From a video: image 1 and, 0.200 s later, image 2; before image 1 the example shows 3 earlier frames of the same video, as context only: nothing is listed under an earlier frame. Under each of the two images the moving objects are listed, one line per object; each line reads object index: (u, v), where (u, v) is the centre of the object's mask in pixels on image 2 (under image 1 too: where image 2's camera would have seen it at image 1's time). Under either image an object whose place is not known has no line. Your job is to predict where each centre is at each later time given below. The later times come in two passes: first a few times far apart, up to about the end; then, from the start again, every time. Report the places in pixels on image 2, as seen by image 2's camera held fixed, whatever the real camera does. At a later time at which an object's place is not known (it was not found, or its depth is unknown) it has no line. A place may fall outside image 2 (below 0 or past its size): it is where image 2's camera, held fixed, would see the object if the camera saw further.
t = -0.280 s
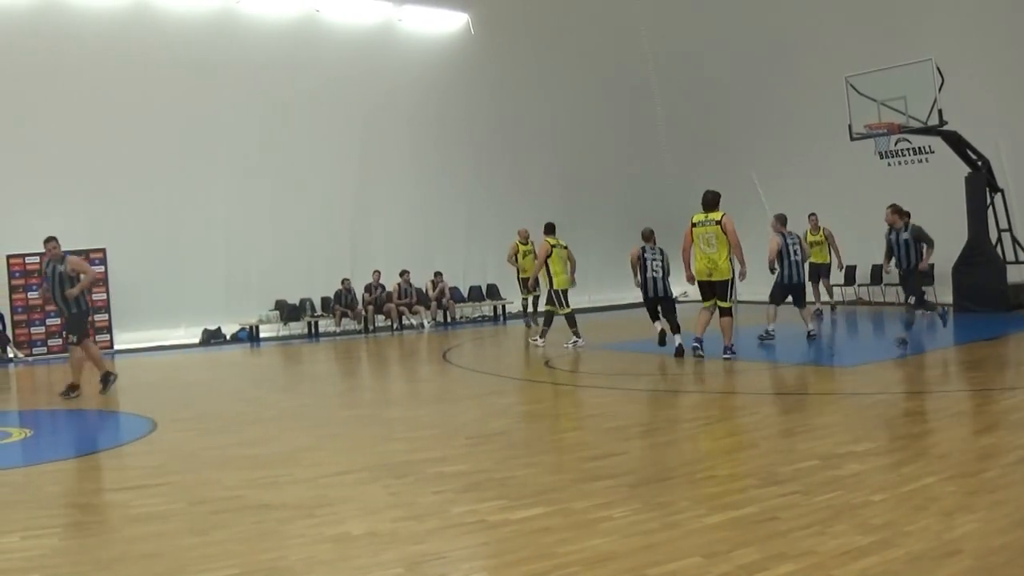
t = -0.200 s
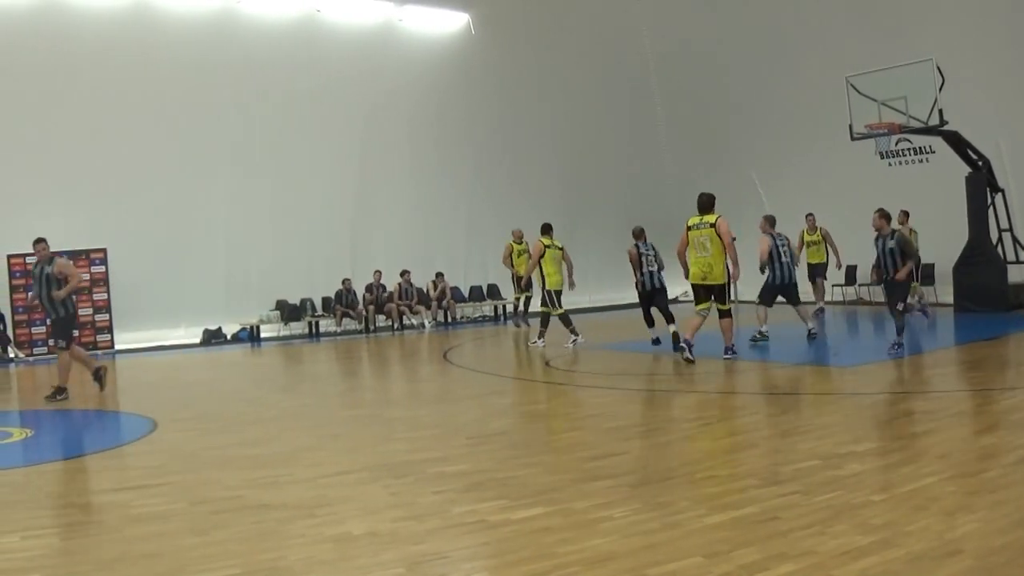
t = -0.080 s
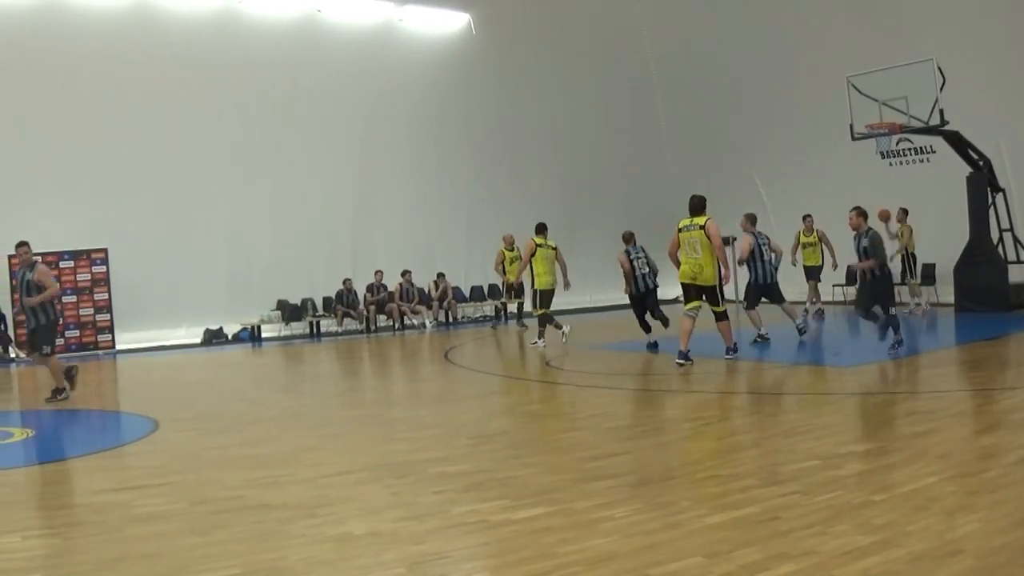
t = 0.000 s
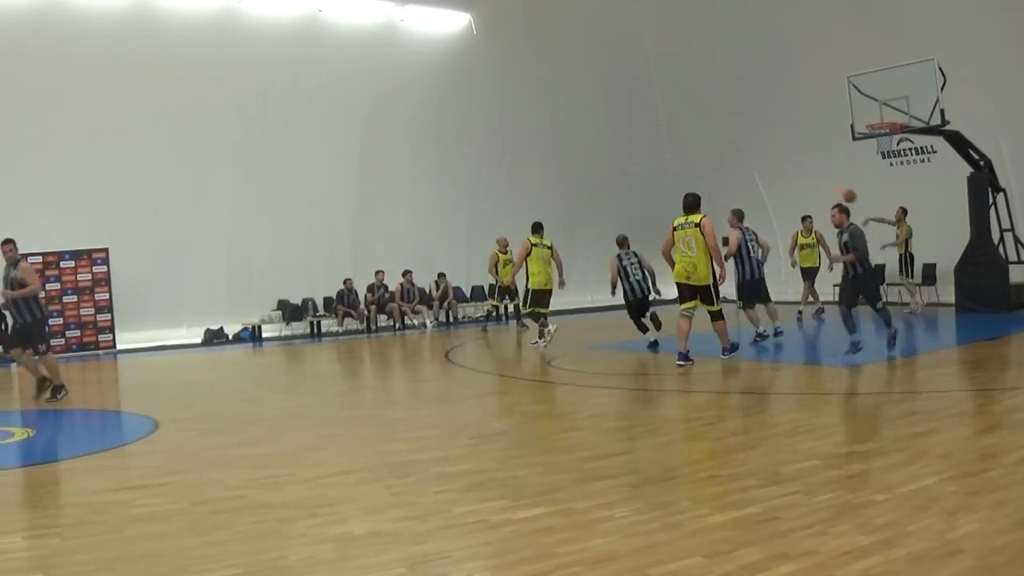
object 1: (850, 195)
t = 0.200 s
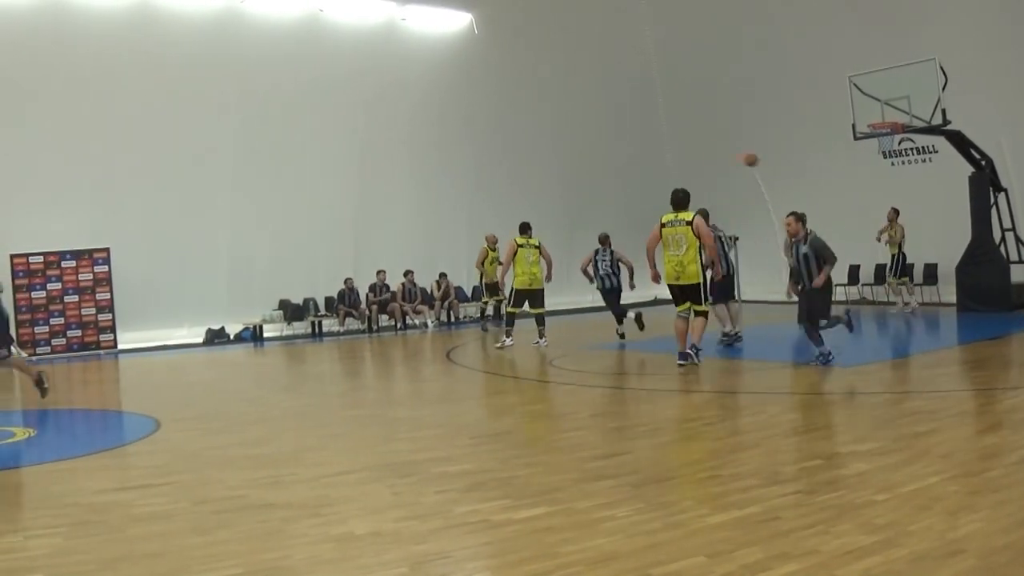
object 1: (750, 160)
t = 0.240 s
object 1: (730, 155)
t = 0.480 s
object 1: (614, 145)
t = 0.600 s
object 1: (558, 151)
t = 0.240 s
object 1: (730, 155)
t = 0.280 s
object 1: (711, 151)
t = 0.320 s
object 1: (691, 149)
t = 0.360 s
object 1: (672, 146)
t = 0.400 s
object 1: (652, 145)
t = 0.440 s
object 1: (633, 145)
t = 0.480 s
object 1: (614, 145)
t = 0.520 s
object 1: (595, 146)
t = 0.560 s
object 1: (577, 148)
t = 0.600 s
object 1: (558, 151)
